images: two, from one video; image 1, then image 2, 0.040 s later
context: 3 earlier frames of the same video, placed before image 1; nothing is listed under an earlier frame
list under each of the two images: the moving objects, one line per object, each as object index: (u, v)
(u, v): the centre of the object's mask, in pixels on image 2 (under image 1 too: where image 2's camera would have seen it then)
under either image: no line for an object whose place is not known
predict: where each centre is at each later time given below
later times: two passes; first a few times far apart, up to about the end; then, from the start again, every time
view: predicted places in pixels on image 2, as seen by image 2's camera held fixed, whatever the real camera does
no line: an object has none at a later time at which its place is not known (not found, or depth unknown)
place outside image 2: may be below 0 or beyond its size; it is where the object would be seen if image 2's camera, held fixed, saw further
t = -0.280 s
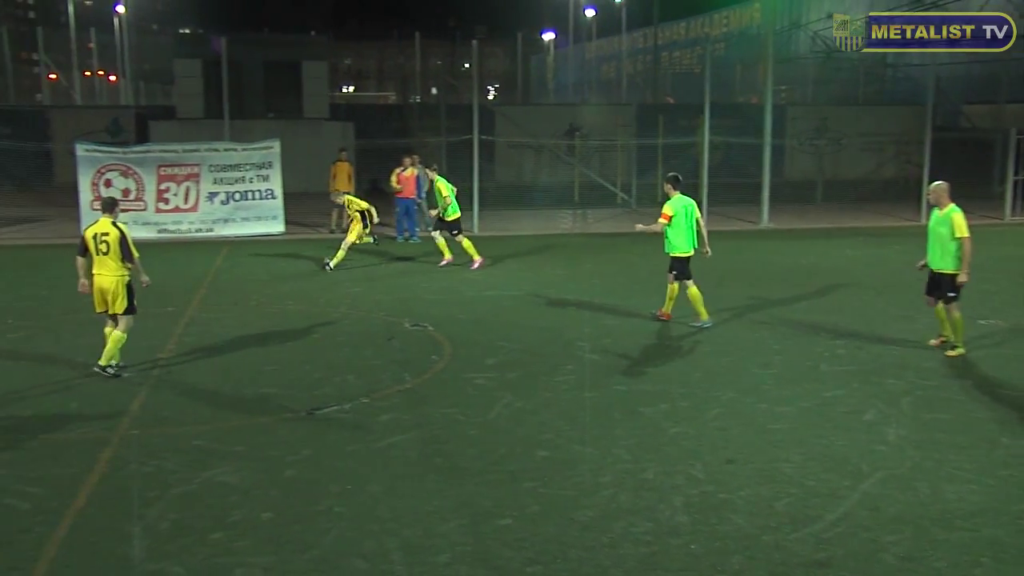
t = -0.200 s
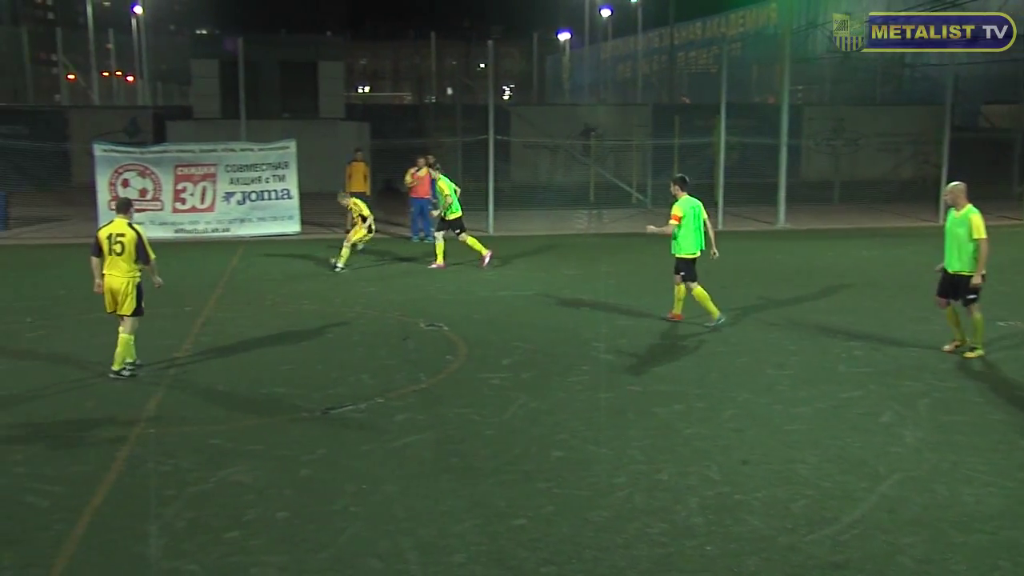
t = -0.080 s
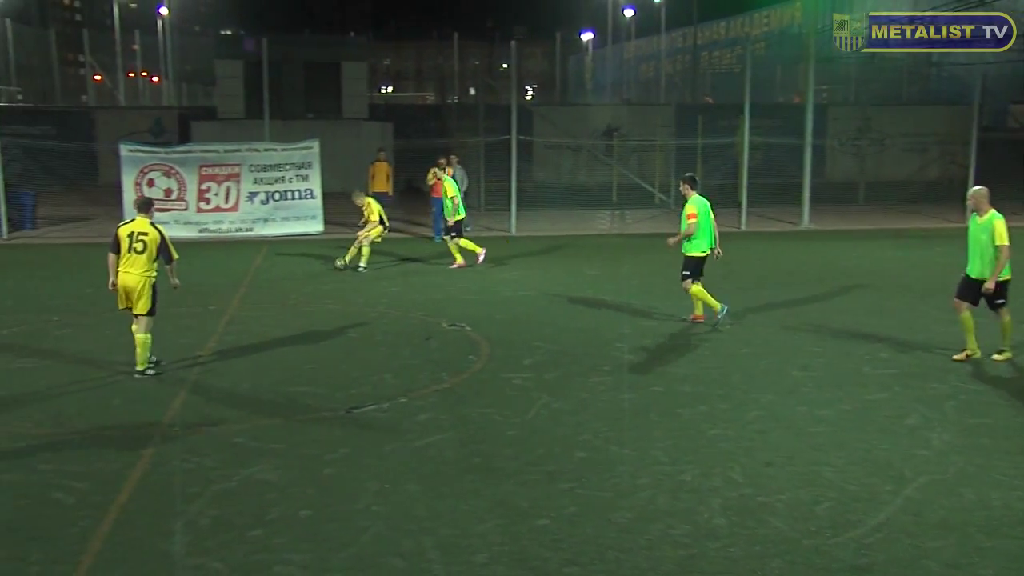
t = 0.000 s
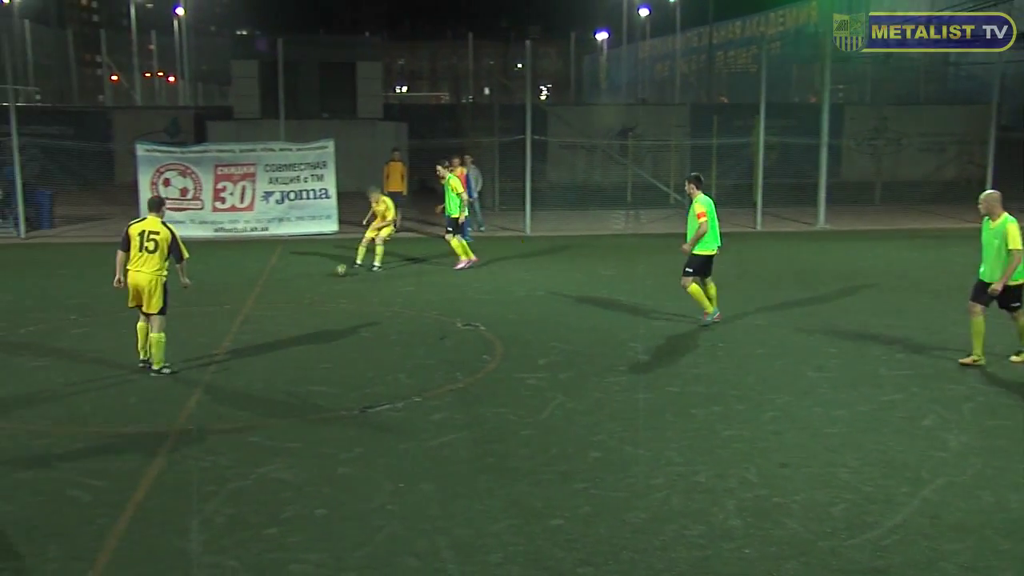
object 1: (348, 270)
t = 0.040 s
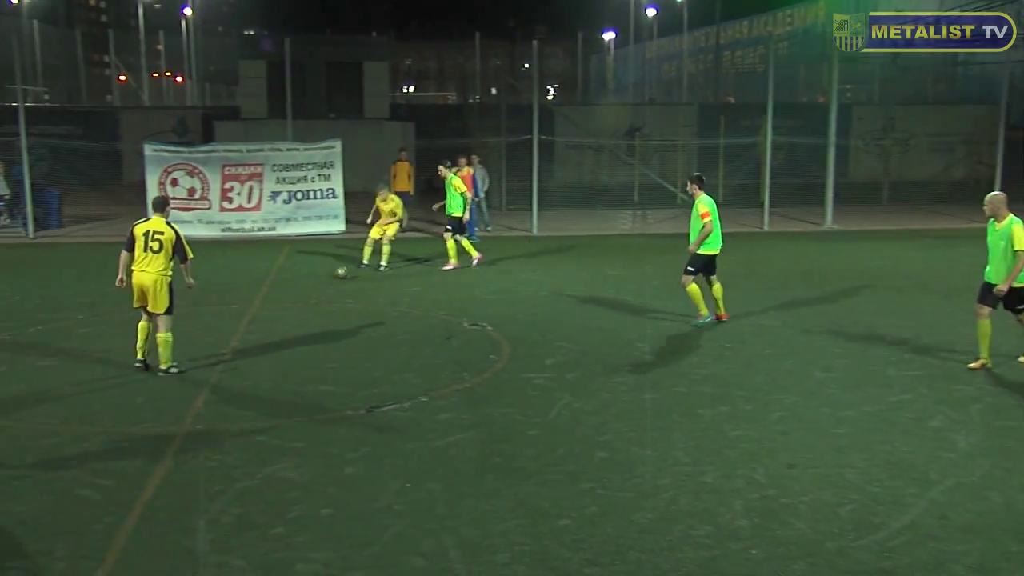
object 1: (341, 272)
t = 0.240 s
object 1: (306, 286)
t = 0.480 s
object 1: (260, 302)
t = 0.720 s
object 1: (211, 320)
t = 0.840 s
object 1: (183, 328)
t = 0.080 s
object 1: (334, 275)
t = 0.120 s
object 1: (328, 278)
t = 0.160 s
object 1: (320, 281)
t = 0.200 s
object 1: (313, 284)
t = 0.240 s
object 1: (306, 286)
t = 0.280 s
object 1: (299, 289)
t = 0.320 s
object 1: (291, 293)
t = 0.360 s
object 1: (284, 296)
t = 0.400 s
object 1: (276, 299)
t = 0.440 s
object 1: (268, 300)
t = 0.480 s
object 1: (260, 302)
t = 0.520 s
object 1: (252, 306)
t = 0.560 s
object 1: (244, 309)
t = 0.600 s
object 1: (236, 311)
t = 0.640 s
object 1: (228, 315)
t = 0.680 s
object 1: (219, 317)
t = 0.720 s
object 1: (211, 320)
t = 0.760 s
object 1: (202, 323)
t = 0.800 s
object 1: (192, 325)
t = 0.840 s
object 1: (183, 328)
